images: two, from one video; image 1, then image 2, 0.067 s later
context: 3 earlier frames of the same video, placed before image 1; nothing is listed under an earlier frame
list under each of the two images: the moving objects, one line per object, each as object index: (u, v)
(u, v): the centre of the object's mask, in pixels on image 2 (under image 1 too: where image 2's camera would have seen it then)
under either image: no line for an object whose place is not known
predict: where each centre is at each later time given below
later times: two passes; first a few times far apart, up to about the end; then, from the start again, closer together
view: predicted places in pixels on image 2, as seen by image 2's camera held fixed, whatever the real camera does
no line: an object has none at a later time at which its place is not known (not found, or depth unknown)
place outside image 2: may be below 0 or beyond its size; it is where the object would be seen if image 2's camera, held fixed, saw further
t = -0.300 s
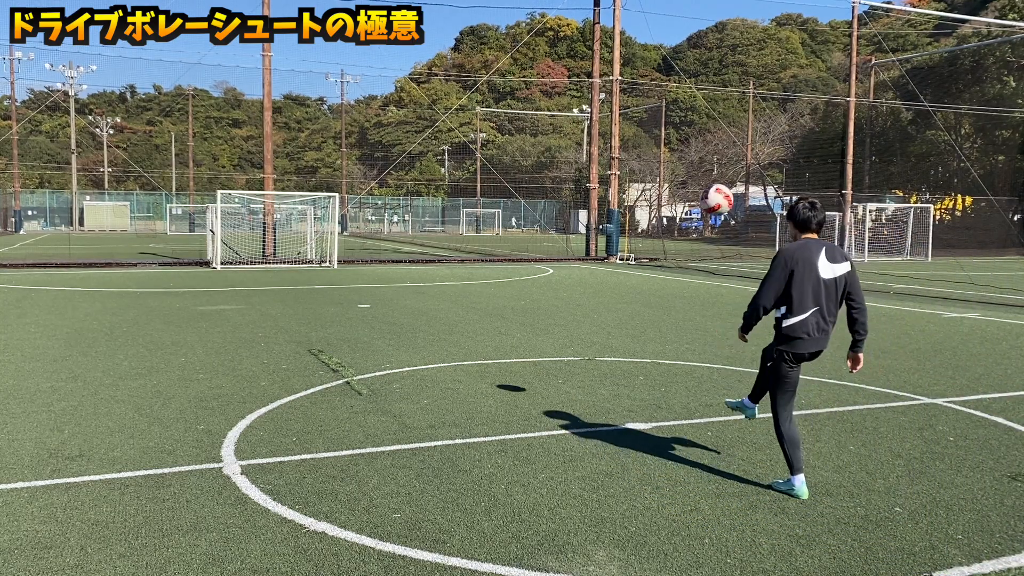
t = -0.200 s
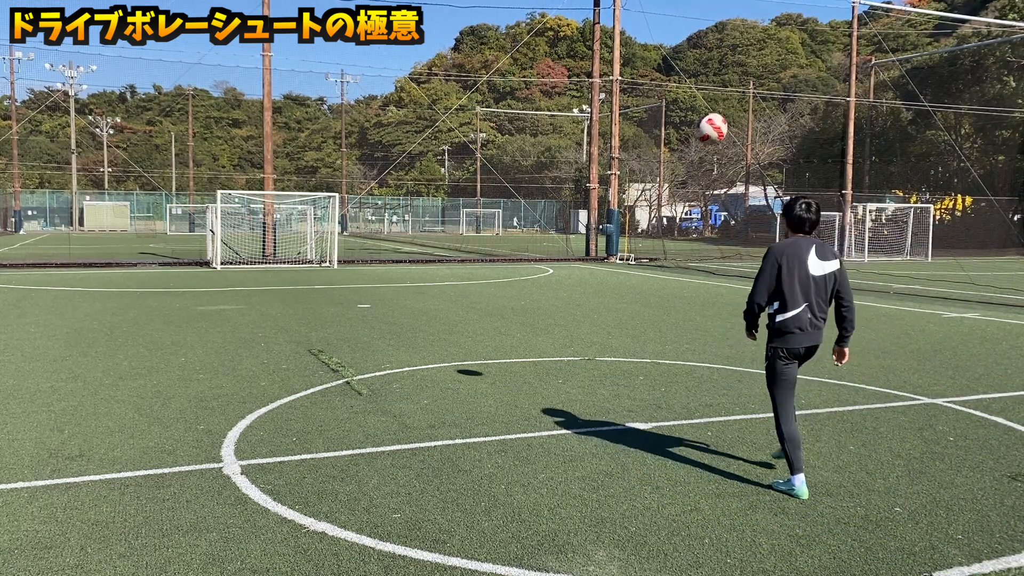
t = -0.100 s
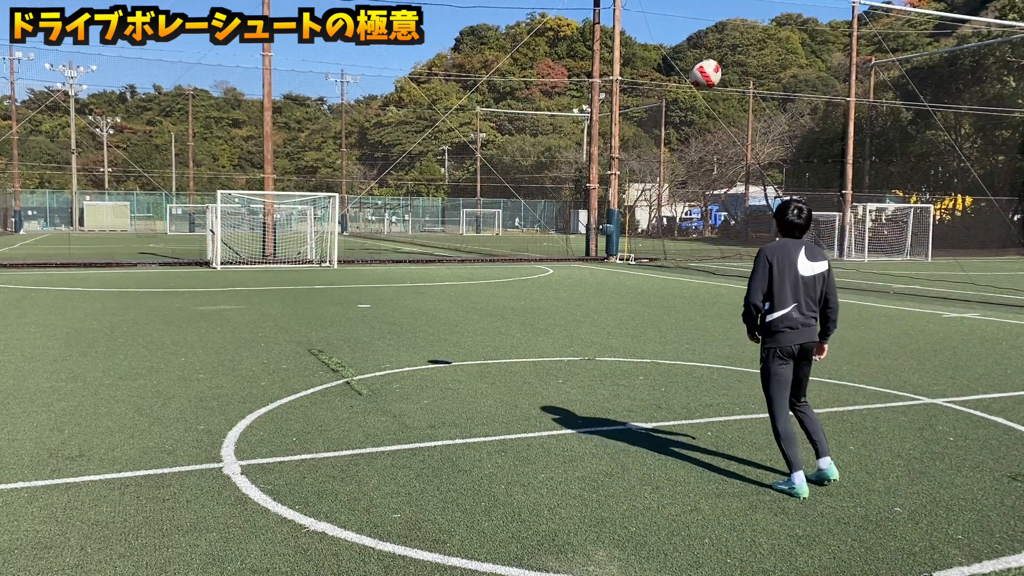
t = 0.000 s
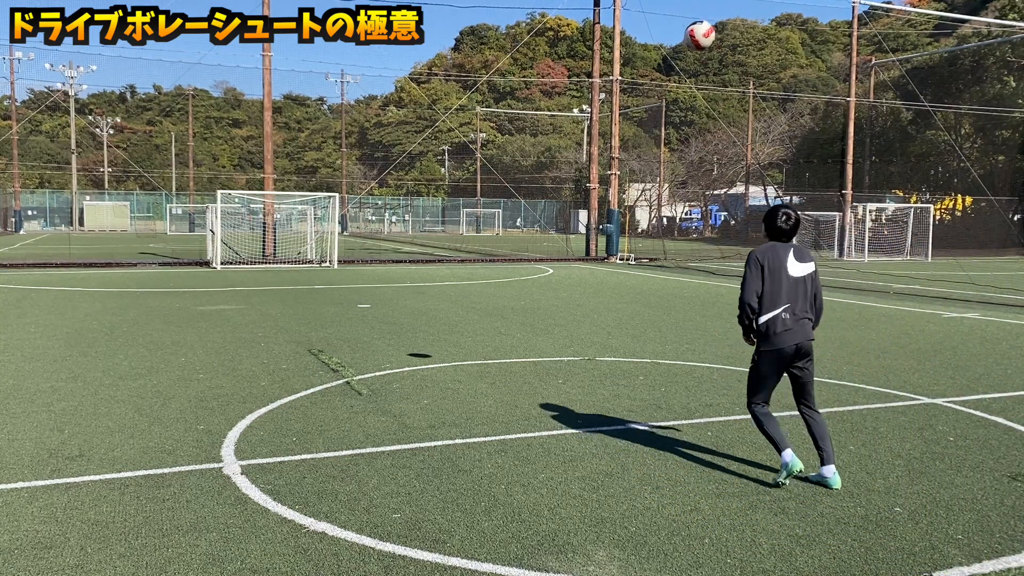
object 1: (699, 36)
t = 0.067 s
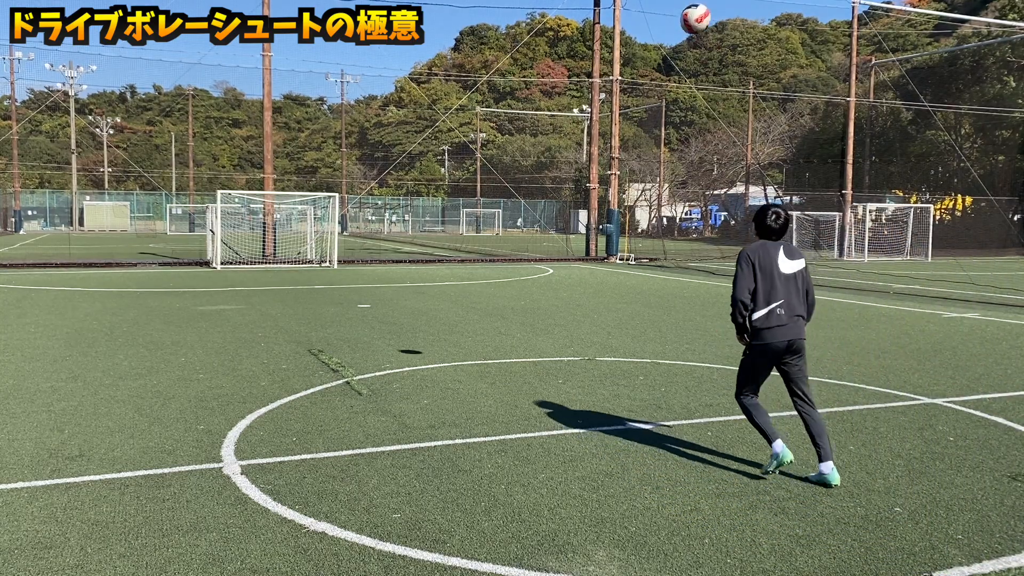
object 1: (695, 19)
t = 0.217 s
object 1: (686, 8)
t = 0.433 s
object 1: (673, 34)
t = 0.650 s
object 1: (658, 116)
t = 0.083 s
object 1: (694, 16)
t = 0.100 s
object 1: (693, 13)
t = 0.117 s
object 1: (692, 12)
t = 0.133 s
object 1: (691, 11)
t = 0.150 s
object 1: (690, 10)
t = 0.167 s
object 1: (689, 9)
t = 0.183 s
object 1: (688, 9)
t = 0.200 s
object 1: (687, 9)
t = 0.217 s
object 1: (686, 8)
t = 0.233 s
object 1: (685, 9)
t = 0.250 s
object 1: (684, 9)
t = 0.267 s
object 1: (683, 9)
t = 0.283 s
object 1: (682, 10)
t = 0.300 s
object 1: (681, 11)
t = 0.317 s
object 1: (680, 12)
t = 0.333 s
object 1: (679, 13)
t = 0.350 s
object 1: (678, 16)
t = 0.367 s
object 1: (676, 19)
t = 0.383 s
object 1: (675, 22)
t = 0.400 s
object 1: (674, 26)
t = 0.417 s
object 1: (673, 30)
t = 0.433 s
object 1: (673, 34)
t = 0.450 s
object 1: (671, 38)
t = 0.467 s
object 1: (670, 43)
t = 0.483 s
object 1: (669, 49)
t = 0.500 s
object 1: (668, 54)
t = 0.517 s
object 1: (667, 60)
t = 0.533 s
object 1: (666, 66)
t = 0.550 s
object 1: (665, 73)
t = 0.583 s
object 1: (662, 86)
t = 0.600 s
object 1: (661, 93)
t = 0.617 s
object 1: (661, 100)
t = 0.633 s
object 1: (659, 108)
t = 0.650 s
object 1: (658, 116)
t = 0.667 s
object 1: (657, 124)
